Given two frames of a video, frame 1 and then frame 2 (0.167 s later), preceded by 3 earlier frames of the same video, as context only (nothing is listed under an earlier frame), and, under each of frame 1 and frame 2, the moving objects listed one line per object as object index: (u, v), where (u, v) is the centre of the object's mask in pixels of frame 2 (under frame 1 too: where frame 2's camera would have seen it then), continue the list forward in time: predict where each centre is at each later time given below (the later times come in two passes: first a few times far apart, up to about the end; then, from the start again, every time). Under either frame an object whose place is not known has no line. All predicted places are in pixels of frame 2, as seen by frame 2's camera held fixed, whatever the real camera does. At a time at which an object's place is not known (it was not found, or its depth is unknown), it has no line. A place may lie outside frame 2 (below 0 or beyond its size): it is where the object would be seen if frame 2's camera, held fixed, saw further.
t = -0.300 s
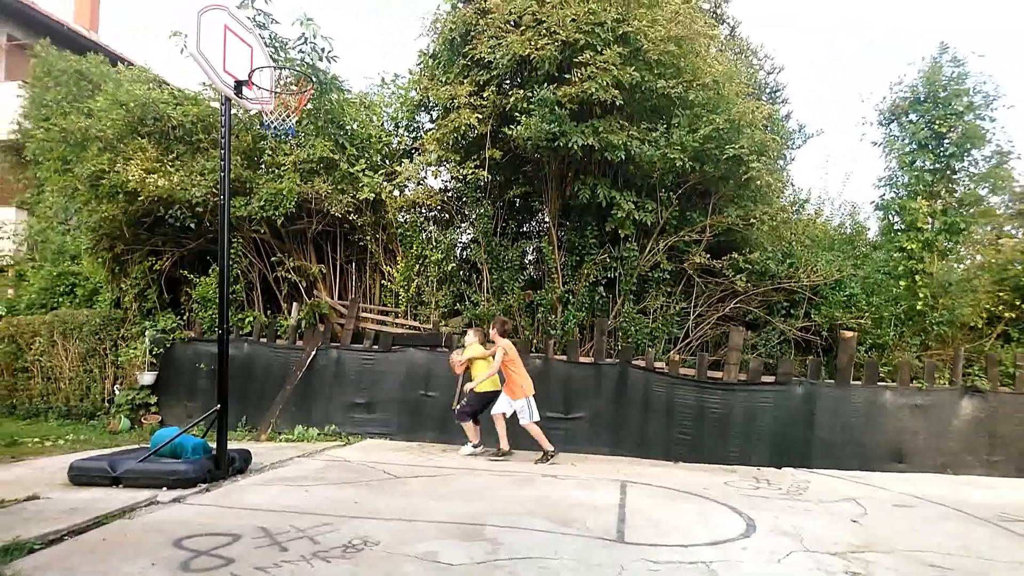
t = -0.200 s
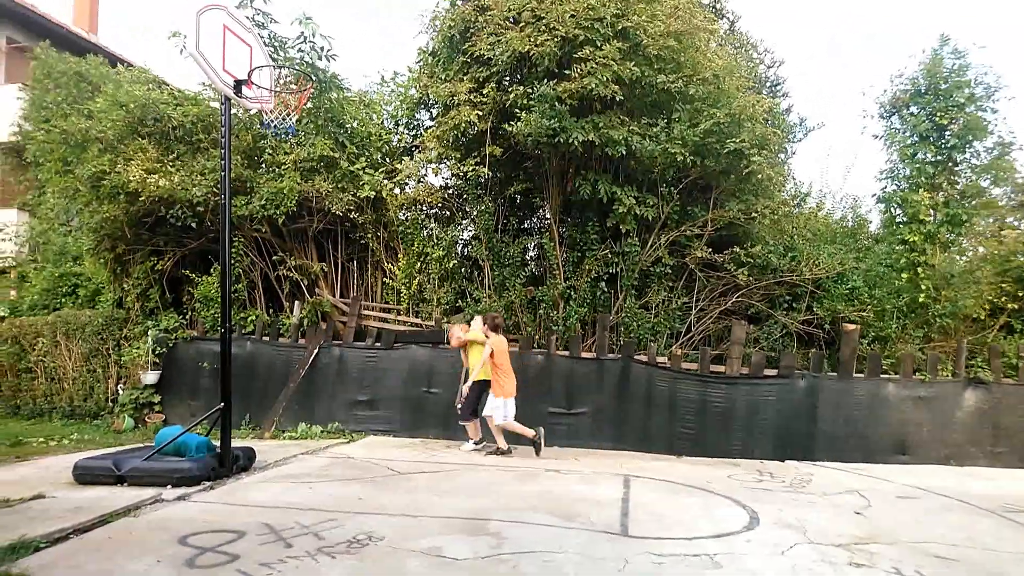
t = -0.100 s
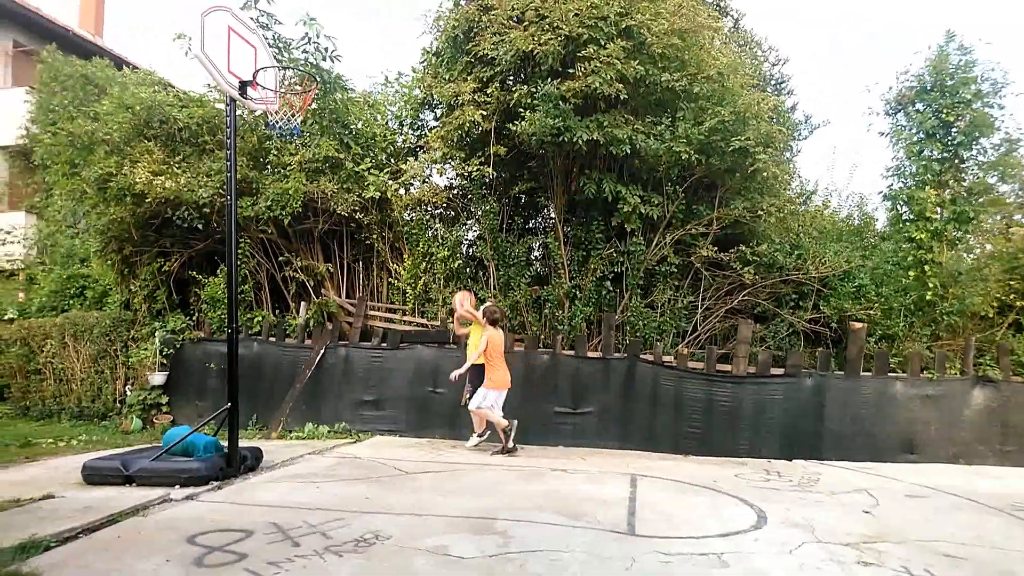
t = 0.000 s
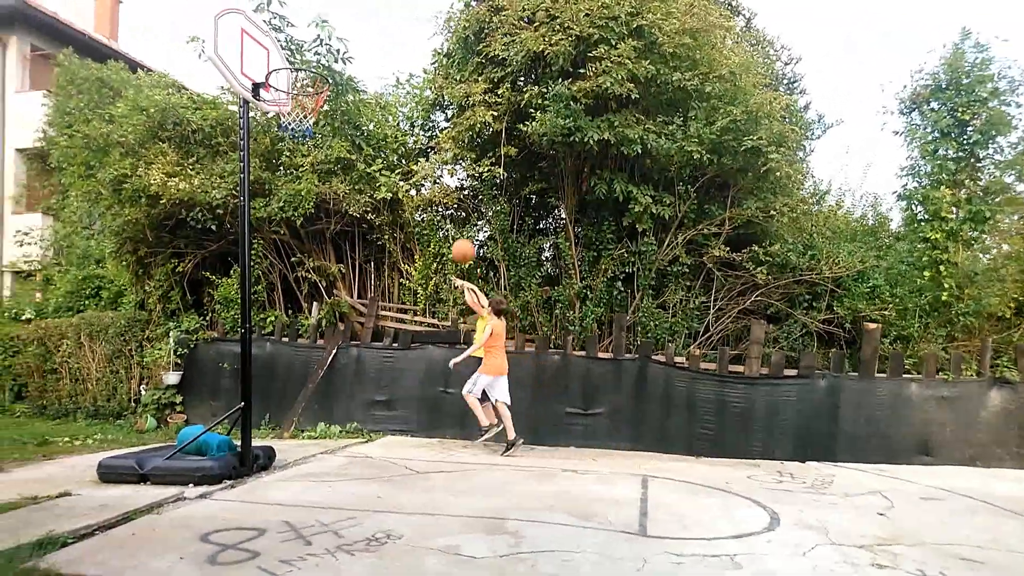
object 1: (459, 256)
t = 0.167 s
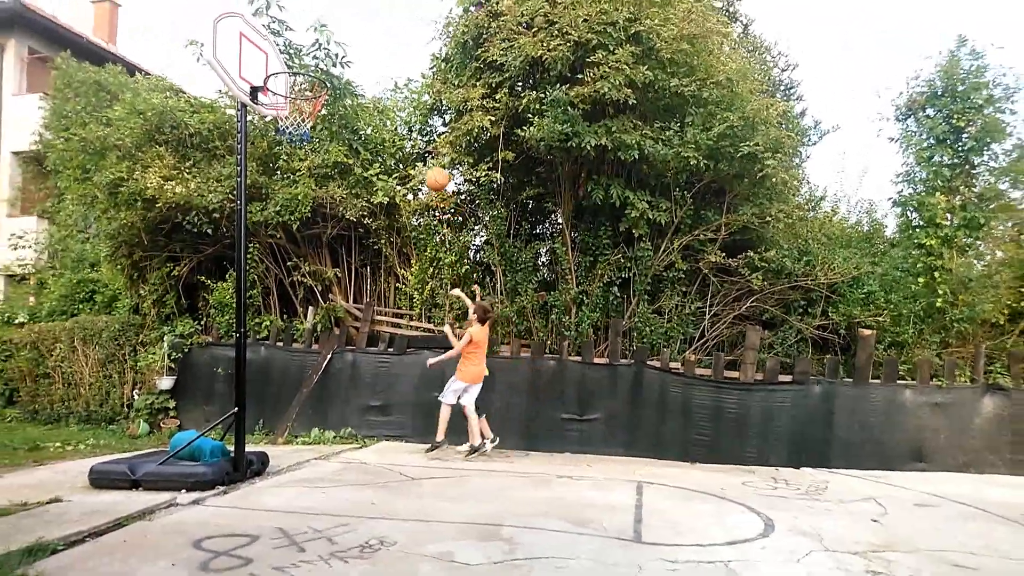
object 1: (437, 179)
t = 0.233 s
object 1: (427, 155)
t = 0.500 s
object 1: (389, 99)
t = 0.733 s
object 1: (355, 106)
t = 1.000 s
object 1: (314, 186)
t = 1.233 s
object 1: (272, 328)
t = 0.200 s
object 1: (432, 166)
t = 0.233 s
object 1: (427, 155)
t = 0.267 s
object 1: (423, 145)
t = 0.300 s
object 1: (418, 135)
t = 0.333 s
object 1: (413, 127)
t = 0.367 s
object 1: (409, 120)
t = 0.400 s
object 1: (404, 113)
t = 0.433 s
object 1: (399, 108)
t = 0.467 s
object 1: (393, 104)
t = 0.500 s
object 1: (389, 99)
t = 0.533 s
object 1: (385, 99)
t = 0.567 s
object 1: (380, 97)
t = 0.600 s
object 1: (375, 97)
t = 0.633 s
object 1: (371, 98)
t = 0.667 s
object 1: (366, 99)
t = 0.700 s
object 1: (360, 102)
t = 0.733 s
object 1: (355, 106)
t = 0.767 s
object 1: (350, 112)
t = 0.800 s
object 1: (345, 118)
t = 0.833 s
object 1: (340, 126)
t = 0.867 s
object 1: (335, 136)
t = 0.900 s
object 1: (330, 146)
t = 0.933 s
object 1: (325, 158)
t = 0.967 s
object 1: (319, 170)
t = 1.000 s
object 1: (314, 186)
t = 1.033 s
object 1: (308, 202)
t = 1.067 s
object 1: (302, 220)
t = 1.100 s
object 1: (296, 238)
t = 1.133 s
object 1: (291, 258)
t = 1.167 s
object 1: (285, 280)
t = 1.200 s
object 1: (279, 303)
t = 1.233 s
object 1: (272, 328)
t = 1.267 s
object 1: (266, 355)
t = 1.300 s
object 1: (260, 384)
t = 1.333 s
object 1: (256, 414)
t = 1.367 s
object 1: (254, 436)
